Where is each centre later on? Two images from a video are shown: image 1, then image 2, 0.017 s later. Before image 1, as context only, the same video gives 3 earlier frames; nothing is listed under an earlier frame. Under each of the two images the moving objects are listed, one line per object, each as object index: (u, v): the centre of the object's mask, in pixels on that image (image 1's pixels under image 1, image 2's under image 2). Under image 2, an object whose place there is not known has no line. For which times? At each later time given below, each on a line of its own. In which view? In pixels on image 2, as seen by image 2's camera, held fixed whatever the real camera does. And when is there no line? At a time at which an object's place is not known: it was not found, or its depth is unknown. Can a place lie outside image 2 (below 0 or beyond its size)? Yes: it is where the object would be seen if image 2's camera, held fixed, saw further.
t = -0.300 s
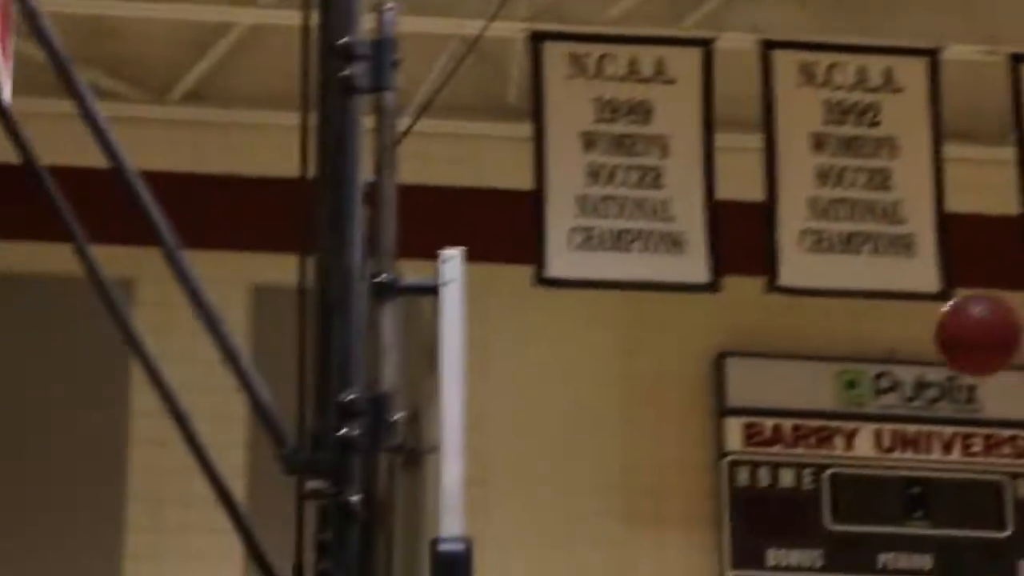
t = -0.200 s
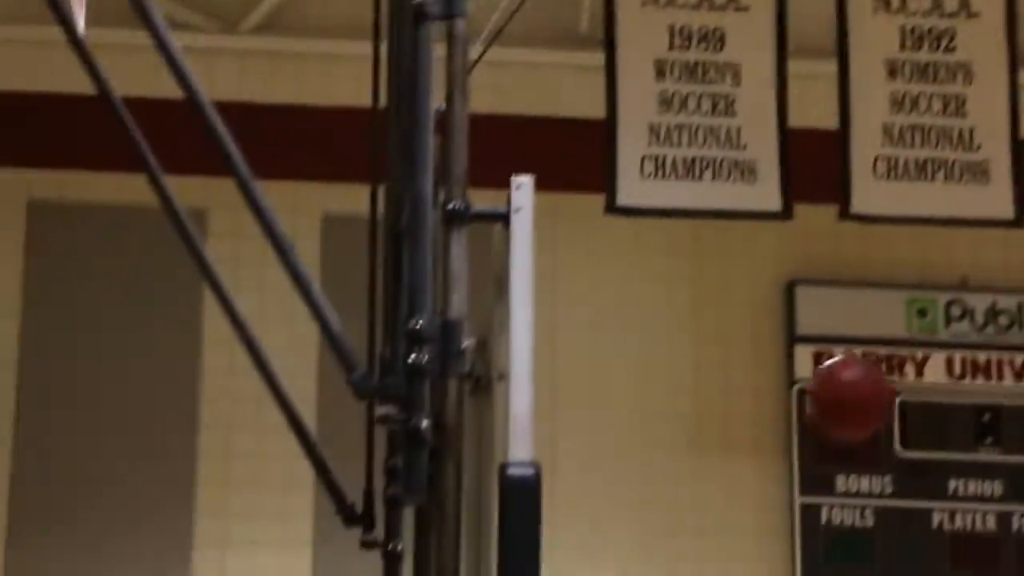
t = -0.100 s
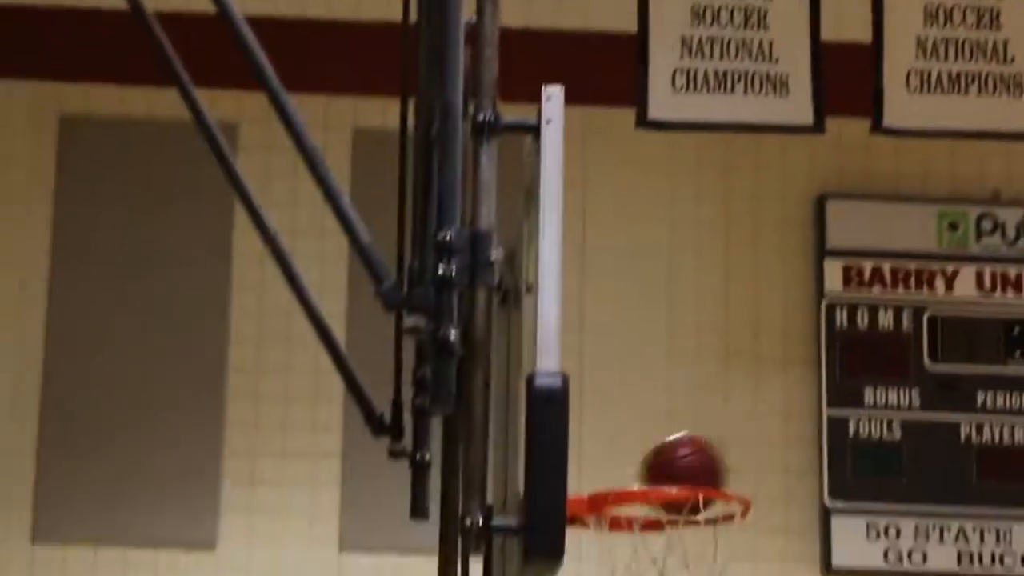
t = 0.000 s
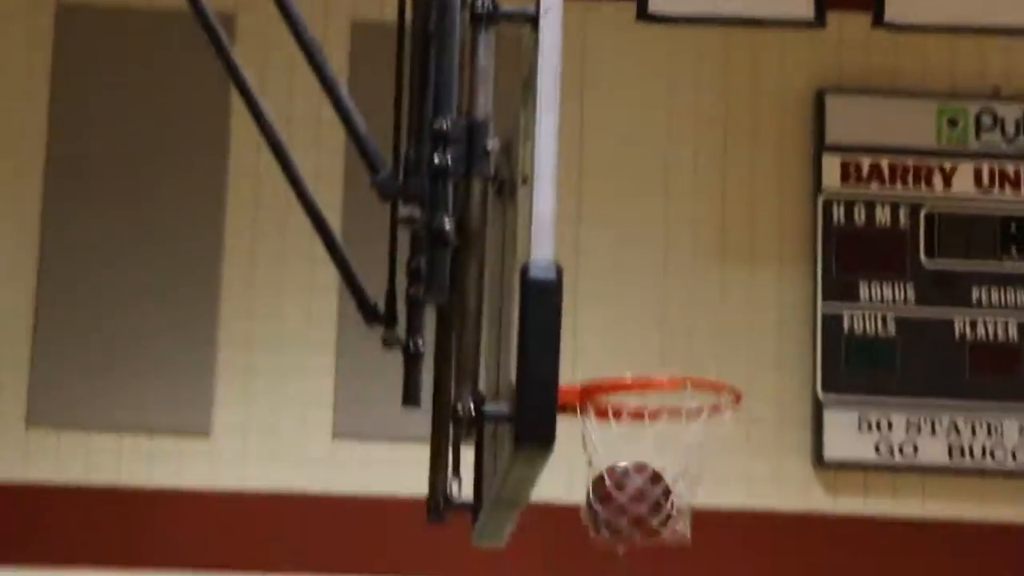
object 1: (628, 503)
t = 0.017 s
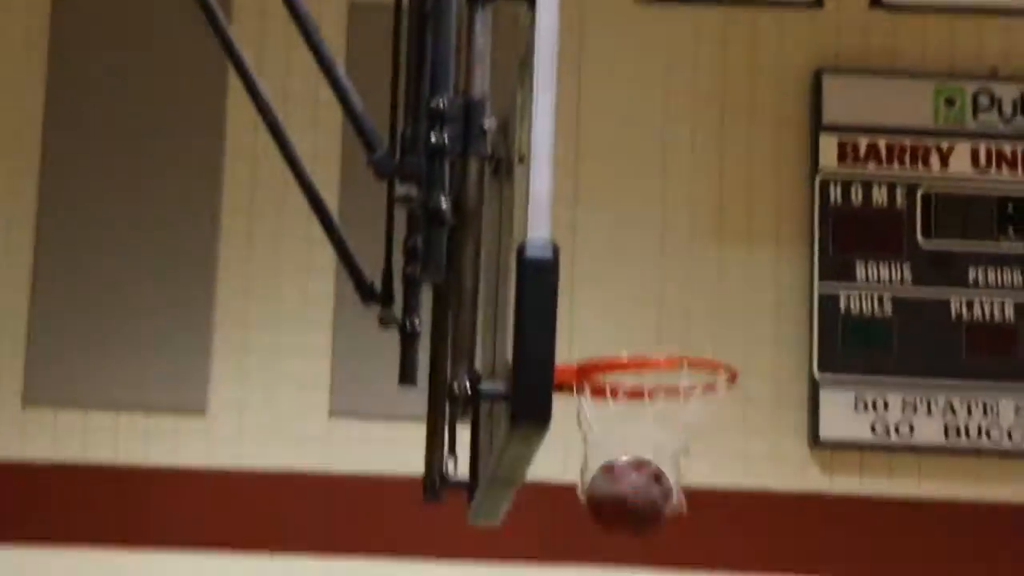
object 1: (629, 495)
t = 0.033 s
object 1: (633, 511)
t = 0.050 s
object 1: (637, 533)
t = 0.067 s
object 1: (641, 552)
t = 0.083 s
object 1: (646, 573)
